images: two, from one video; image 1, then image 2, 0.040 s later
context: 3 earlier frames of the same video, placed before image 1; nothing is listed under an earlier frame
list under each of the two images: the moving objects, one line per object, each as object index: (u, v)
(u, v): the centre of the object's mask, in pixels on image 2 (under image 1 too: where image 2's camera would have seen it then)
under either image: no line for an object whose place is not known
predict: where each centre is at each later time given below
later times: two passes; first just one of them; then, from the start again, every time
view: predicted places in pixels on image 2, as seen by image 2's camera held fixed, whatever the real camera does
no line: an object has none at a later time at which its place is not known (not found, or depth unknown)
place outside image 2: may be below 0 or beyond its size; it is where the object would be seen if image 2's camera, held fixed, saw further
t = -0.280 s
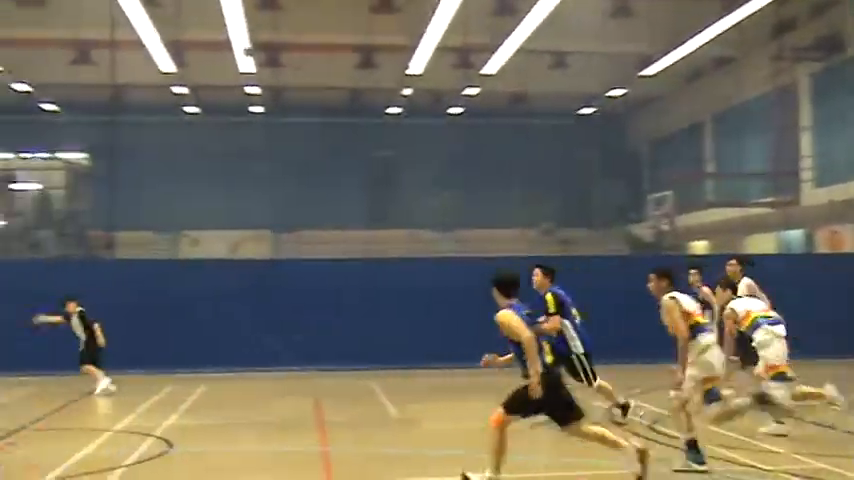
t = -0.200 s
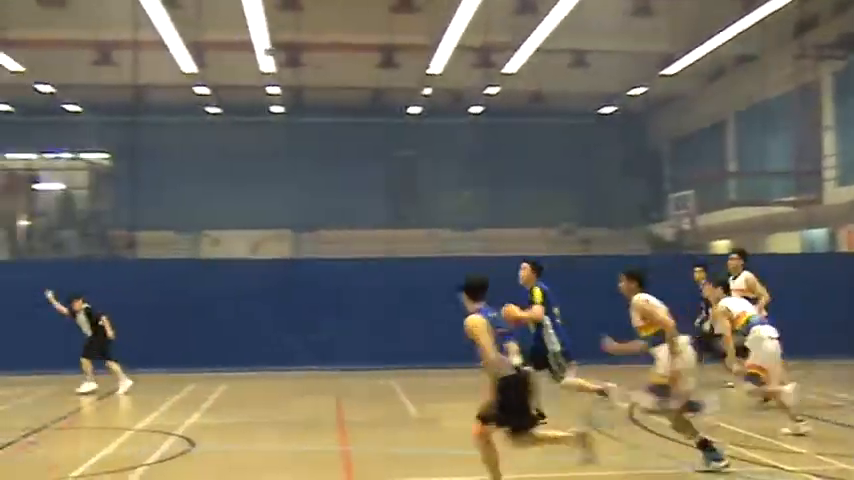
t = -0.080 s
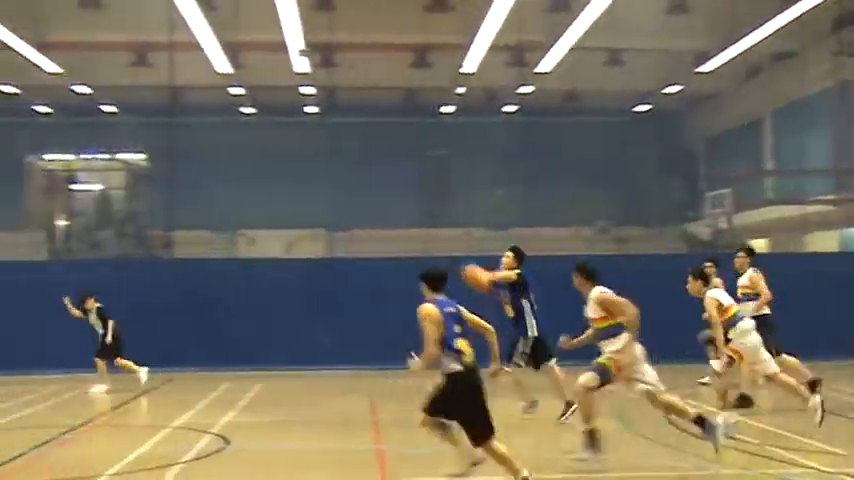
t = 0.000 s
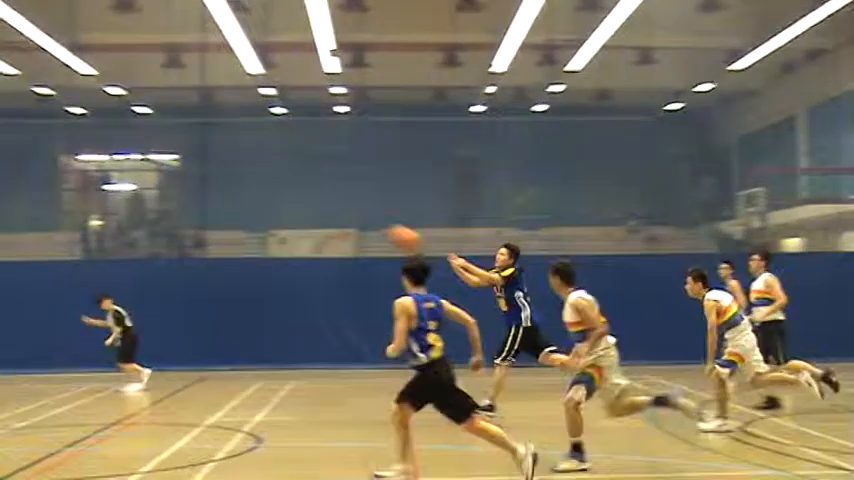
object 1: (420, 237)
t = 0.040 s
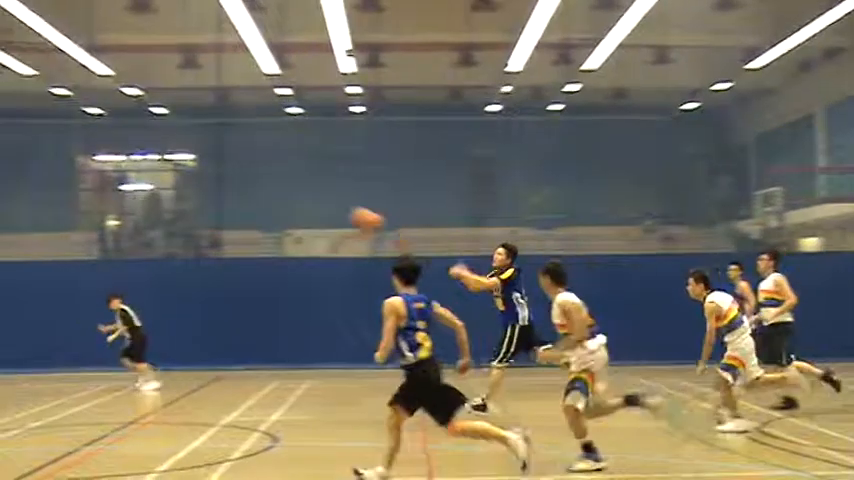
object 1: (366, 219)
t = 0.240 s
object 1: (83, 155)
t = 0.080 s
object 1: (310, 202)
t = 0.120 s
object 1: (255, 188)
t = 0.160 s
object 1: (199, 175)
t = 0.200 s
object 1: (142, 167)
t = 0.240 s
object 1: (83, 155)
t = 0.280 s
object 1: (25, 146)
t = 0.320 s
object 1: (-37, 139)
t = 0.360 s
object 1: (-97, 132)
